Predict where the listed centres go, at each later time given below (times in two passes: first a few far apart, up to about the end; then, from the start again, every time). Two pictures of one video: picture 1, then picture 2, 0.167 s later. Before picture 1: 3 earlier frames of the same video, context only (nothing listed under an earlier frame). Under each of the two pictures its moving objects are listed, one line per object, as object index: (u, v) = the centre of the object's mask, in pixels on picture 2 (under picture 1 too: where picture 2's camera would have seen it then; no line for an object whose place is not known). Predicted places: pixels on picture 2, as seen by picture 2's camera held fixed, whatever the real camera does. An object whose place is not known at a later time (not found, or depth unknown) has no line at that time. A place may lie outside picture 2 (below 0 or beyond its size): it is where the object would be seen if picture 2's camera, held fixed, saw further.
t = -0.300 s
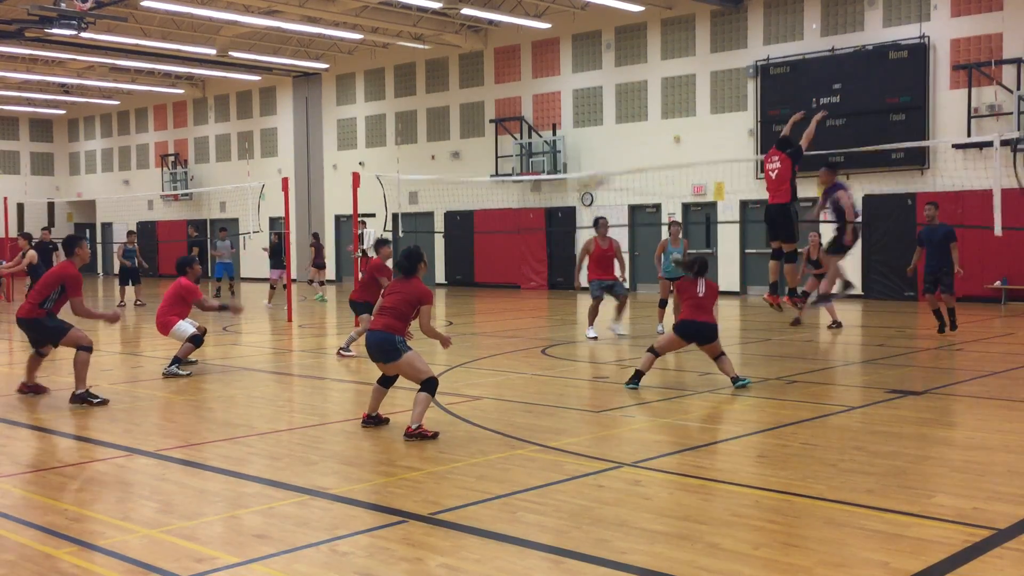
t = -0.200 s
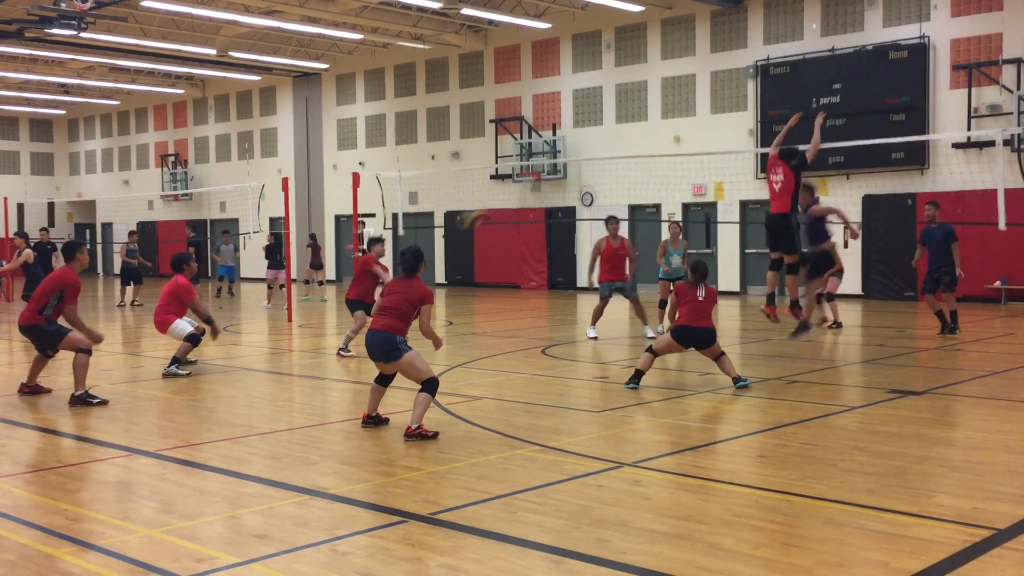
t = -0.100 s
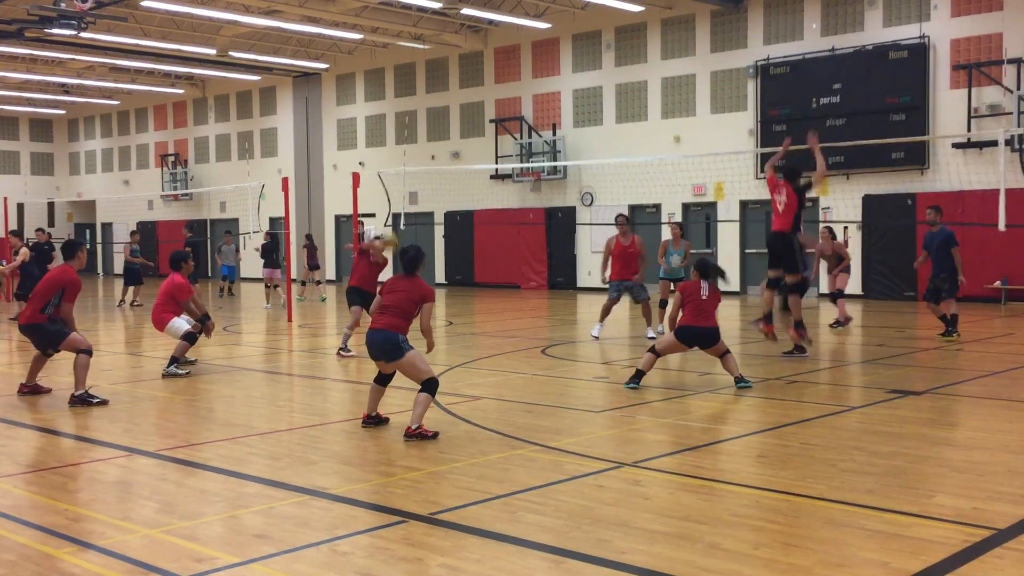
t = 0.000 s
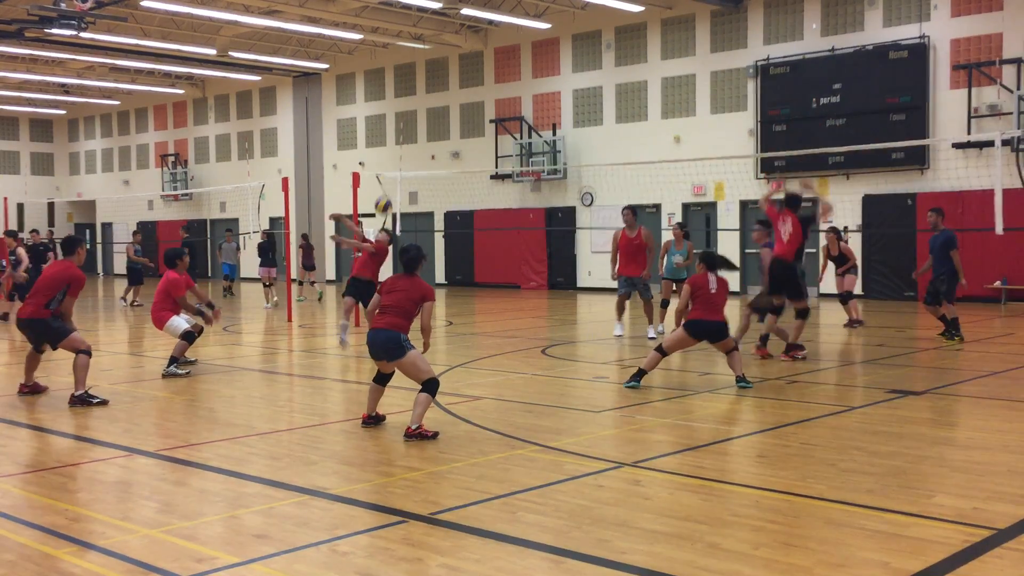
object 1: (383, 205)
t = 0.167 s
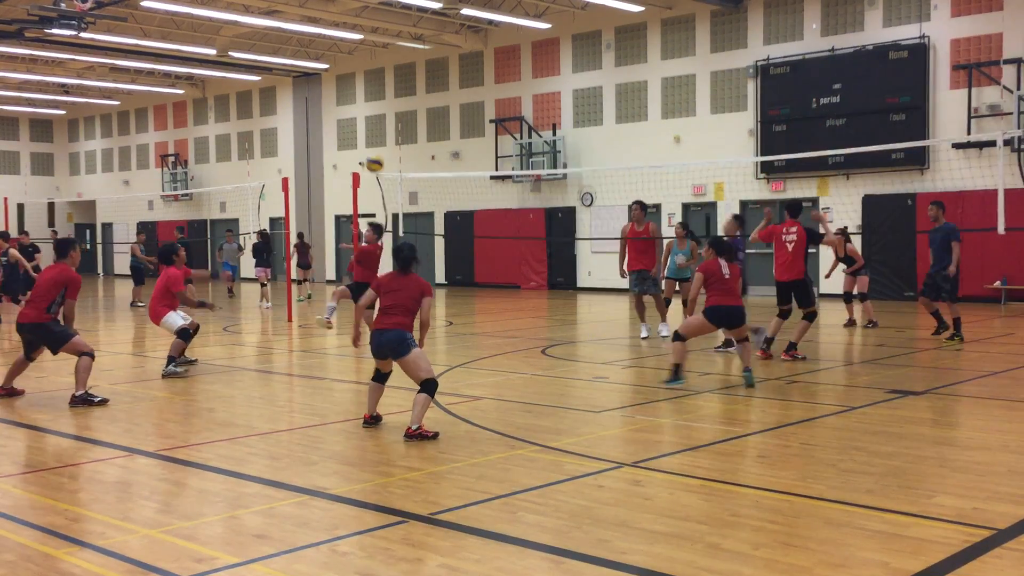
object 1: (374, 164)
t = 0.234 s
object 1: (371, 153)
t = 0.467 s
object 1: (359, 147)
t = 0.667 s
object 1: (350, 177)
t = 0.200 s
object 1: (373, 157)
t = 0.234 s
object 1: (371, 153)
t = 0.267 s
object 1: (369, 149)
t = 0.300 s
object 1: (368, 146)
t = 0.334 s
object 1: (366, 144)
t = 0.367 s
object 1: (365, 143)
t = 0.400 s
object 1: (363, 143)
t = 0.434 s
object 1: (361, 144)
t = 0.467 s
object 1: (359, 147)
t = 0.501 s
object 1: (357, 148)
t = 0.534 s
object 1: (356, 152)
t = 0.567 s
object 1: (355, 156)
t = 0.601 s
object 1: (353, 163)
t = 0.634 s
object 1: (351, 169)
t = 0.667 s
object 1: (350, 177)
